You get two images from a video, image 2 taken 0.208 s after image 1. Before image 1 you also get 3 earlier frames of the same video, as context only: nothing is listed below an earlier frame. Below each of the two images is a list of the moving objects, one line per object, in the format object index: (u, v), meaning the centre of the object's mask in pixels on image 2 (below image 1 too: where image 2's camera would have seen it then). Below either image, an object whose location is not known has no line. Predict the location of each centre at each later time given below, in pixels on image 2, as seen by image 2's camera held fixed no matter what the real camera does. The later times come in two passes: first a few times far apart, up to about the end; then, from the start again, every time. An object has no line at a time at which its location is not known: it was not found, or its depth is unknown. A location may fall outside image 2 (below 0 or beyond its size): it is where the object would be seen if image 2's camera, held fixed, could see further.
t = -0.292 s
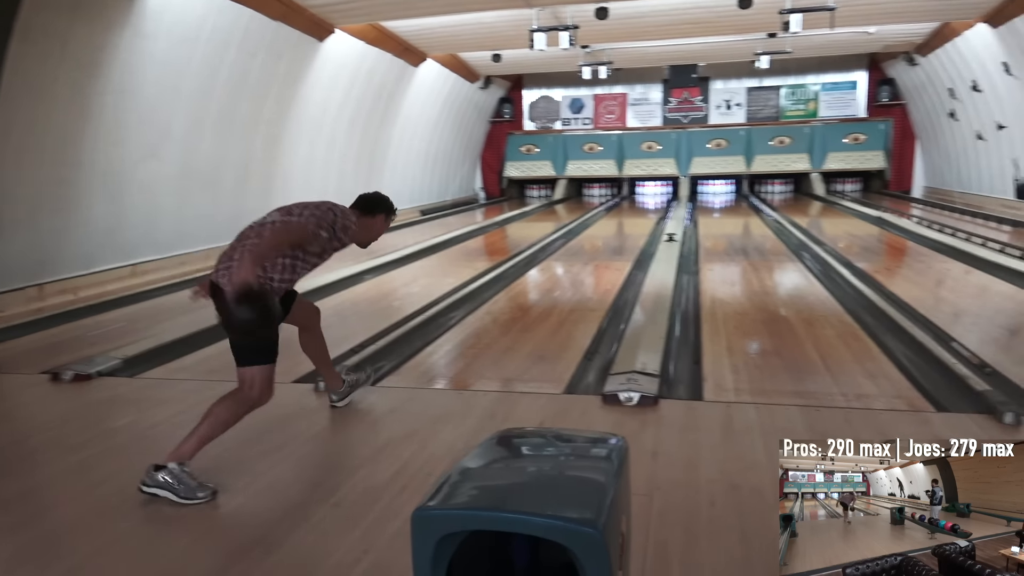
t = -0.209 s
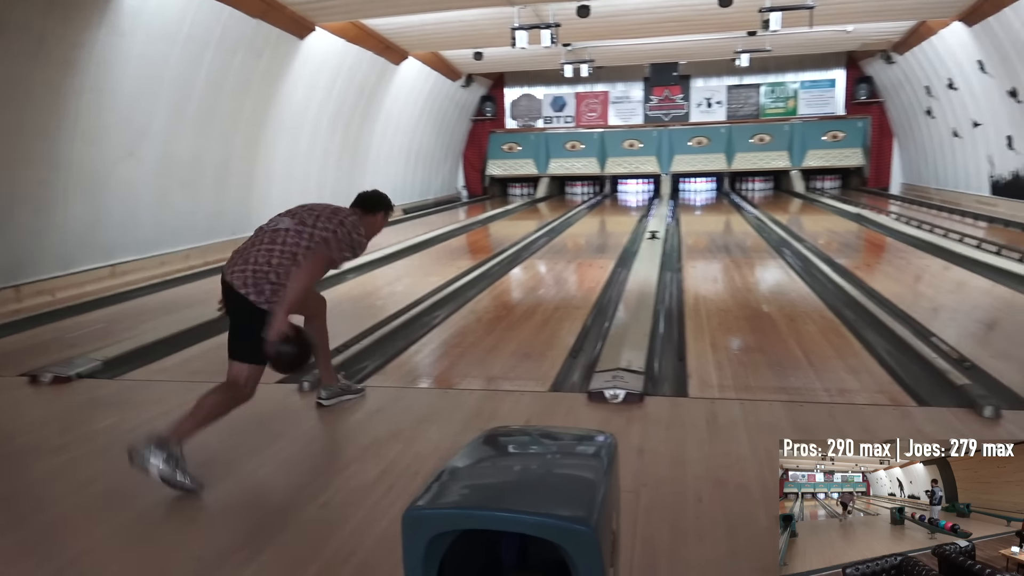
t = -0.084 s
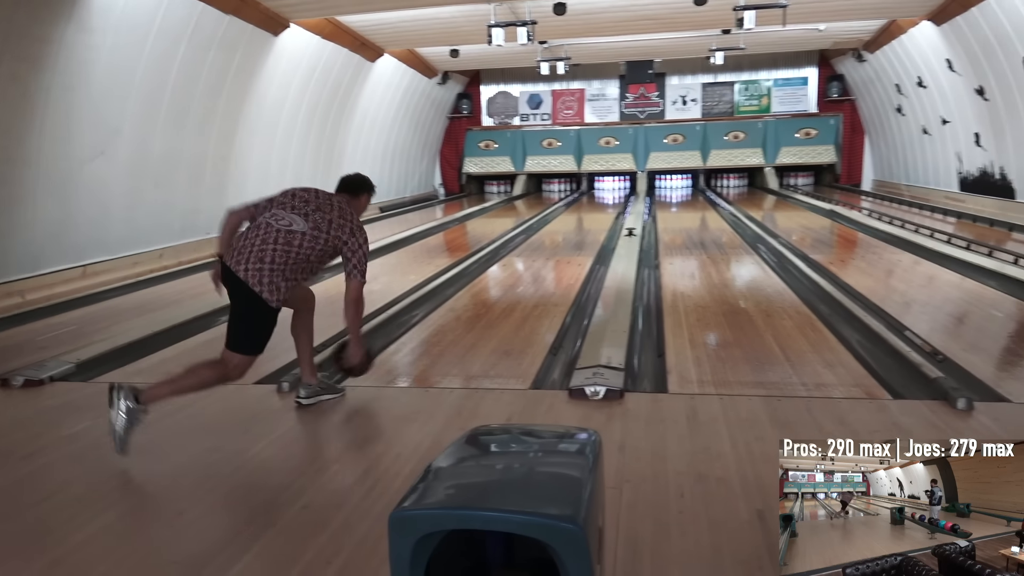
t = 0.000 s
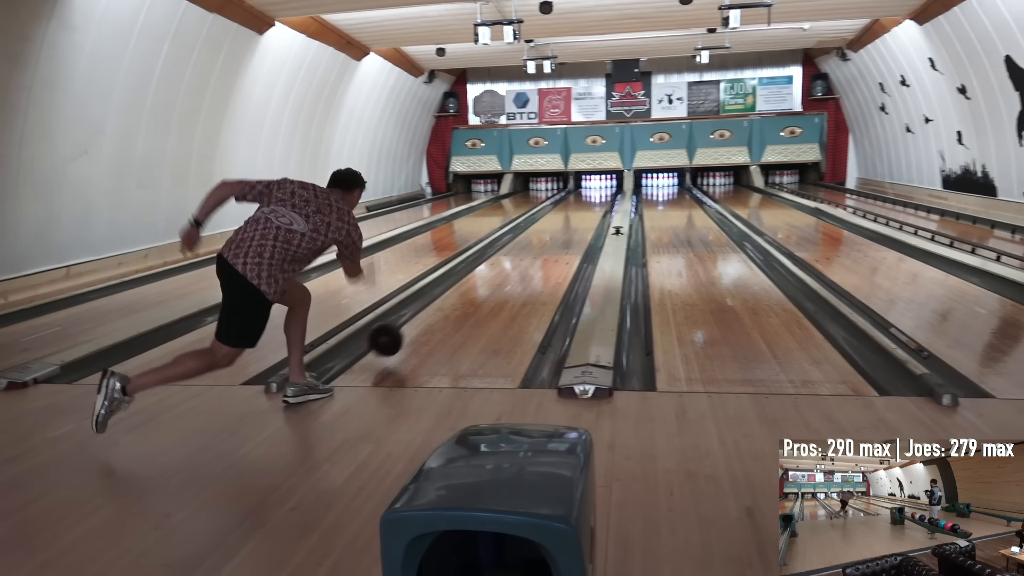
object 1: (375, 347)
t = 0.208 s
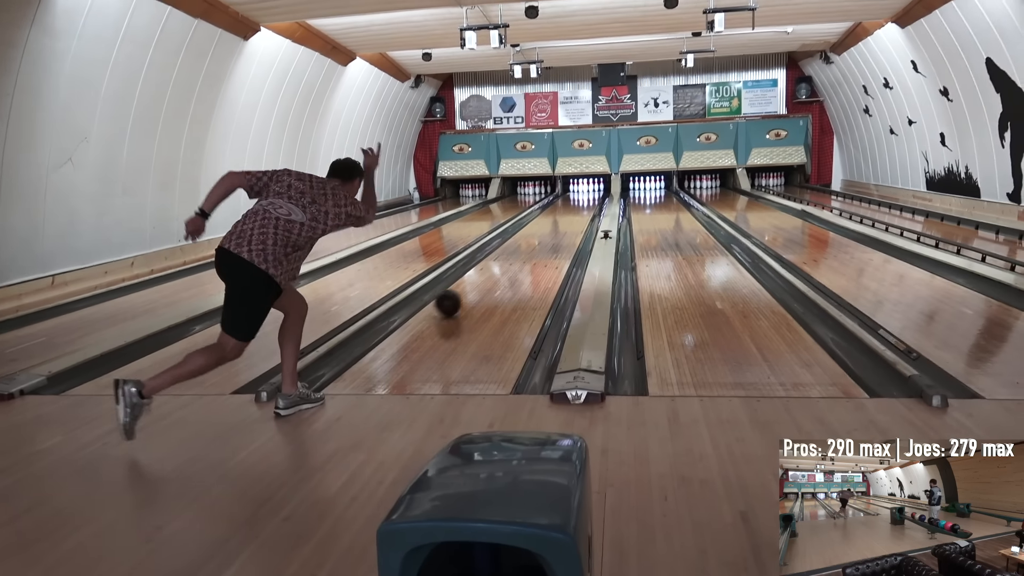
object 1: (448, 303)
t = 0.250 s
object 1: (458, 296)
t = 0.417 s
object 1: (491, 272)
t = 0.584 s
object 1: (515, 255)
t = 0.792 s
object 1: (536, 240)
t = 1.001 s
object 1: (551, 229)
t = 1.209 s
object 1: (562, 220)
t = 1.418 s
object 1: (570, 212)
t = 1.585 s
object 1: (575, 208)
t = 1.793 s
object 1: (580, 203)
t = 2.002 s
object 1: (584, 199)
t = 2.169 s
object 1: (586, 197)
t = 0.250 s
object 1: (458, 296)
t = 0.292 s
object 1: (467, 289)
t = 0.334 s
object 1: (476, 283)
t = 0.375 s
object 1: (484, 278)
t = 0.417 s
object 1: (491, 272)
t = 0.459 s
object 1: (498, 268)
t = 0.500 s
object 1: (503, 263)
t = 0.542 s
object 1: (509, 259)
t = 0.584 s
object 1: (515, 255)
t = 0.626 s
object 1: (519, 252)
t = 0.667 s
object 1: (524, 249)
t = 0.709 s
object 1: (528, 246)
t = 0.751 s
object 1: (532, 243)
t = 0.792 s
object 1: (536, 240)
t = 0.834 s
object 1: (539, 238)
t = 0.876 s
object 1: (542, 235)
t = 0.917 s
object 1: (545, 233)
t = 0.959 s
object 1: (548, 231)
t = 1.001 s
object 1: (551, 229)
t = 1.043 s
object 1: (553, 227)
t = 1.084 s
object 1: (556, 225)
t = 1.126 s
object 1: (558, 223)
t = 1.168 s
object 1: (560, 221)
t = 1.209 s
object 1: (562, 220)
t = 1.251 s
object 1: (564, 218)
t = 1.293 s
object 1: (565, 217)
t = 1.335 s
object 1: (567, 215)
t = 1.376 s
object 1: (569, 214)
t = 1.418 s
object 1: (570, 212)
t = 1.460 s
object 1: (572, 211)
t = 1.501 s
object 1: (573, 210)
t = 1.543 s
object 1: (574, 209)
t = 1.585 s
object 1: (575, 208)
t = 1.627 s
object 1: (576, 207)
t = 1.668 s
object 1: (578, 206)
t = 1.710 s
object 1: (579, 205)
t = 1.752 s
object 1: (579, 204)
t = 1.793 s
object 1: (580, 203)
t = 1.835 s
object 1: (581, 202)
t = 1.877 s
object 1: (582, 201)
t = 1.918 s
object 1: (583, 200)
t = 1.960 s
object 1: (583, 200)
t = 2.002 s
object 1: (584, 199)
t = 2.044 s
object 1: (584, 198)
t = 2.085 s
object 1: (584, 198)
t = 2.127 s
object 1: (585, 197)
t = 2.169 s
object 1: (586, 197)
